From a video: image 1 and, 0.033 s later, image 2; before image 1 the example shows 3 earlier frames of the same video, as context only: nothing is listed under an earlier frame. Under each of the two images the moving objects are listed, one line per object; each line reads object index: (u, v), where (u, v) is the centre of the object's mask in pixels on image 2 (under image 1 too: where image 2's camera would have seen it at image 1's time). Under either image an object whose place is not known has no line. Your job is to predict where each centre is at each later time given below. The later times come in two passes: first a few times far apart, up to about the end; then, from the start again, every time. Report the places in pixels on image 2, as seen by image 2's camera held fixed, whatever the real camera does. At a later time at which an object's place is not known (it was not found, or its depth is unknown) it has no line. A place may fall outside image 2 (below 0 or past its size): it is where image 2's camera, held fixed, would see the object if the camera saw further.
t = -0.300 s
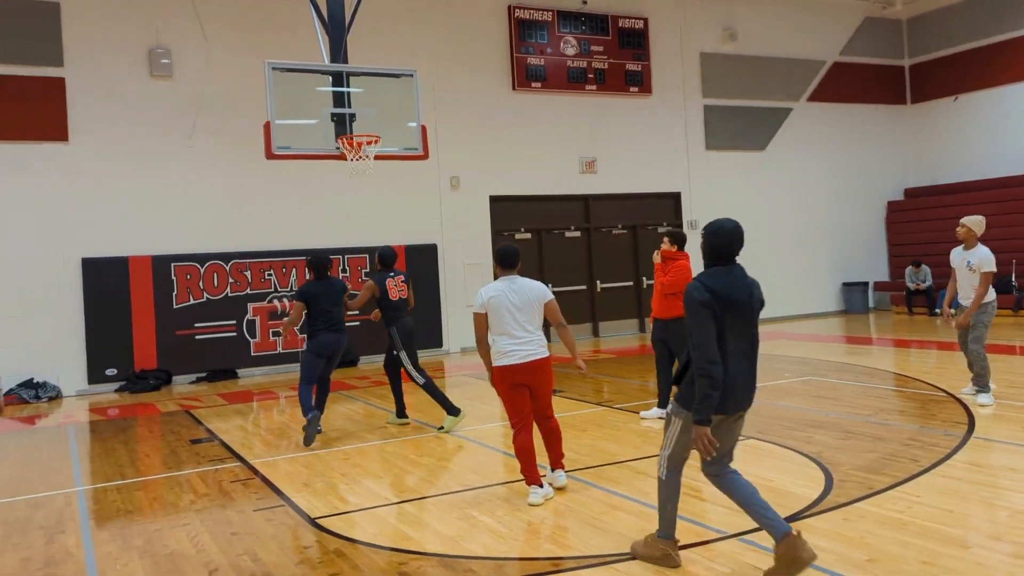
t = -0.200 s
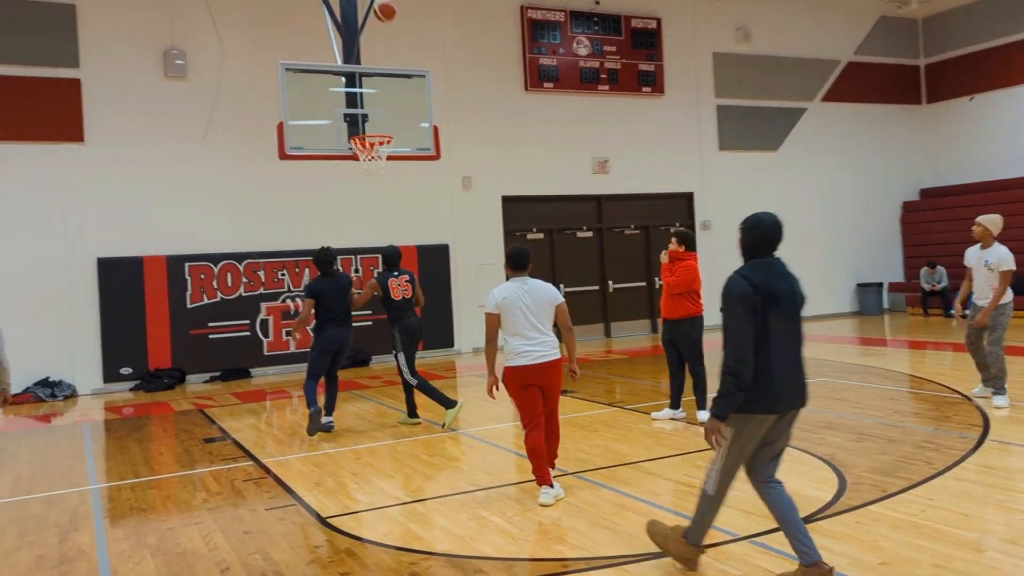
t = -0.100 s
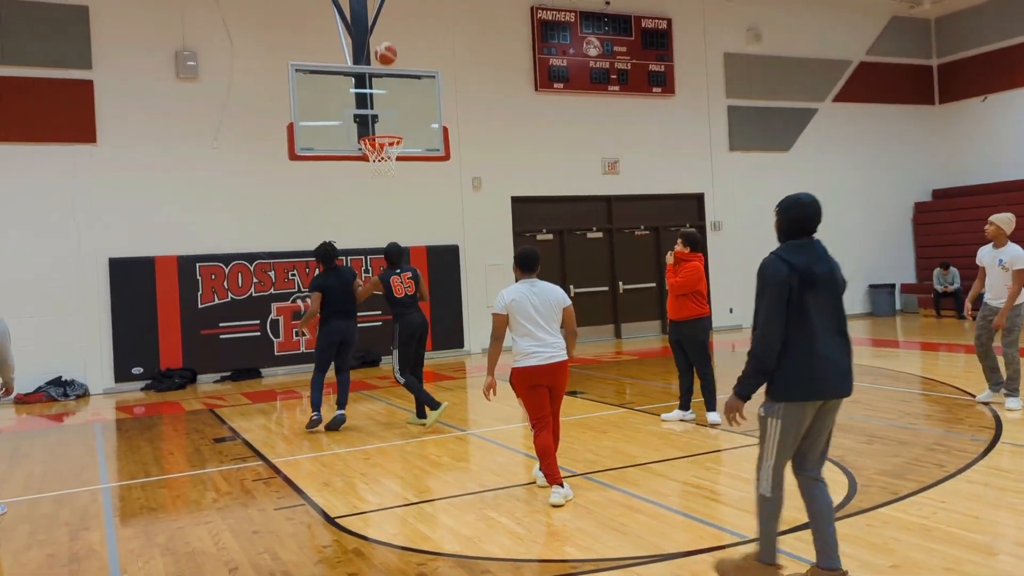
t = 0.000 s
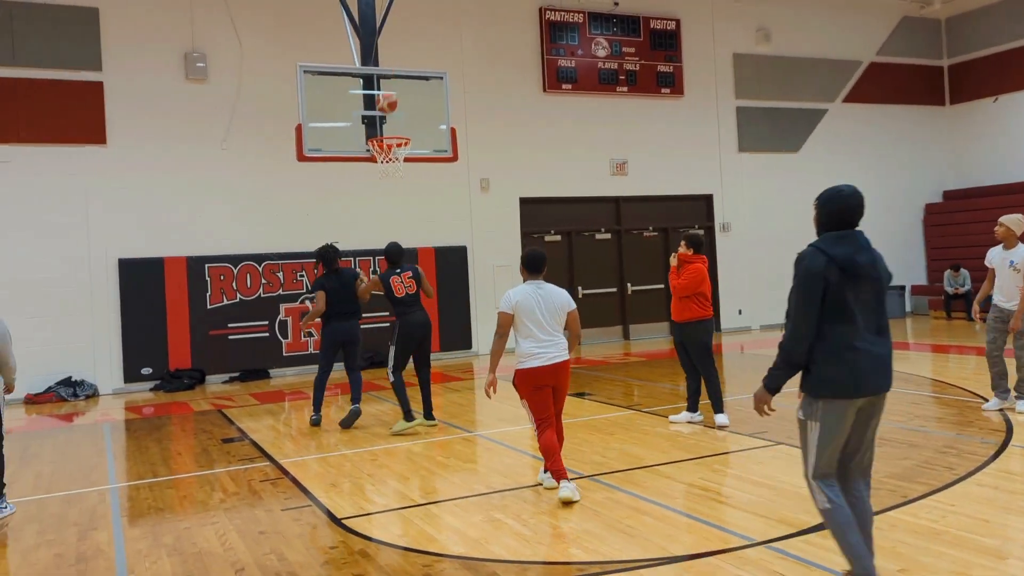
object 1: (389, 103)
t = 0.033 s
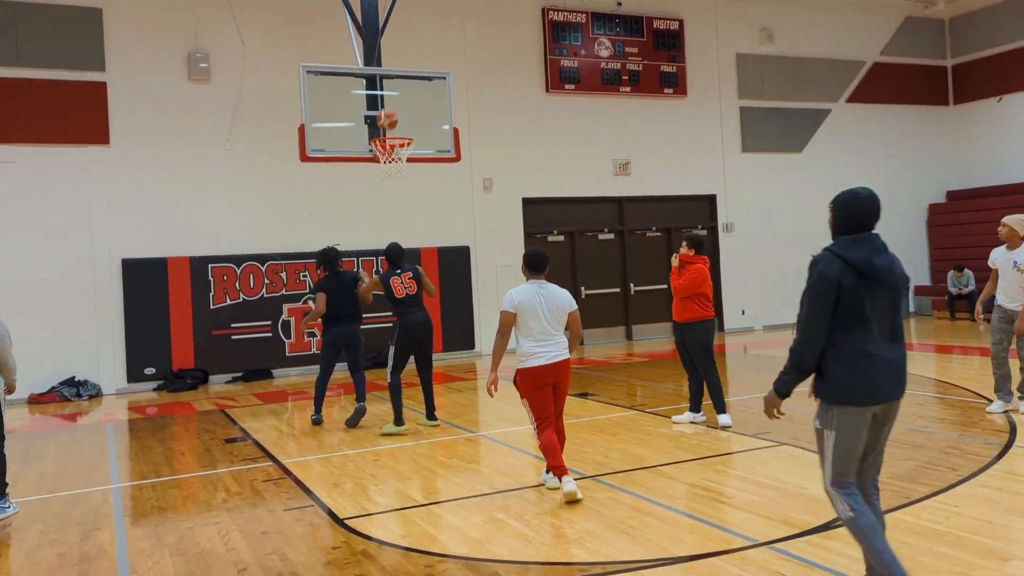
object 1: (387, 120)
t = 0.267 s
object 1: (428, 79)
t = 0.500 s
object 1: (488, 48)
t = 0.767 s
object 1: (568, 74)
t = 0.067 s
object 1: (385, 135)
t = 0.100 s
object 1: (391, 127)
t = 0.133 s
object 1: (398, 117)
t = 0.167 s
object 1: (405, 106)
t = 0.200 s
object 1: (412, 96)
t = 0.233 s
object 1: (420, 87)
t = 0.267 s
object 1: (428, 79)
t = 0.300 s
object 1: (436, 72)
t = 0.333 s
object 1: (444, 66)
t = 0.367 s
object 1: (452, 60)
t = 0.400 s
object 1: (461, 56)
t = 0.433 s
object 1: (469, 52)
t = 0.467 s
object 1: (478, 49)
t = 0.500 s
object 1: (488, 48)
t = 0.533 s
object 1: (497, 47)
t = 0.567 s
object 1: (507, 48)
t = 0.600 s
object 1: (516, 49)
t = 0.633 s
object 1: (526, 52)
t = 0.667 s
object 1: (537, 55)
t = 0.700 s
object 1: (547, 60)
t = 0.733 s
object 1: (557, 66)
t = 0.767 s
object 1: (568, 74)
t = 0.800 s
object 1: (580, 82)
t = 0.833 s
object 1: (593, 93)
